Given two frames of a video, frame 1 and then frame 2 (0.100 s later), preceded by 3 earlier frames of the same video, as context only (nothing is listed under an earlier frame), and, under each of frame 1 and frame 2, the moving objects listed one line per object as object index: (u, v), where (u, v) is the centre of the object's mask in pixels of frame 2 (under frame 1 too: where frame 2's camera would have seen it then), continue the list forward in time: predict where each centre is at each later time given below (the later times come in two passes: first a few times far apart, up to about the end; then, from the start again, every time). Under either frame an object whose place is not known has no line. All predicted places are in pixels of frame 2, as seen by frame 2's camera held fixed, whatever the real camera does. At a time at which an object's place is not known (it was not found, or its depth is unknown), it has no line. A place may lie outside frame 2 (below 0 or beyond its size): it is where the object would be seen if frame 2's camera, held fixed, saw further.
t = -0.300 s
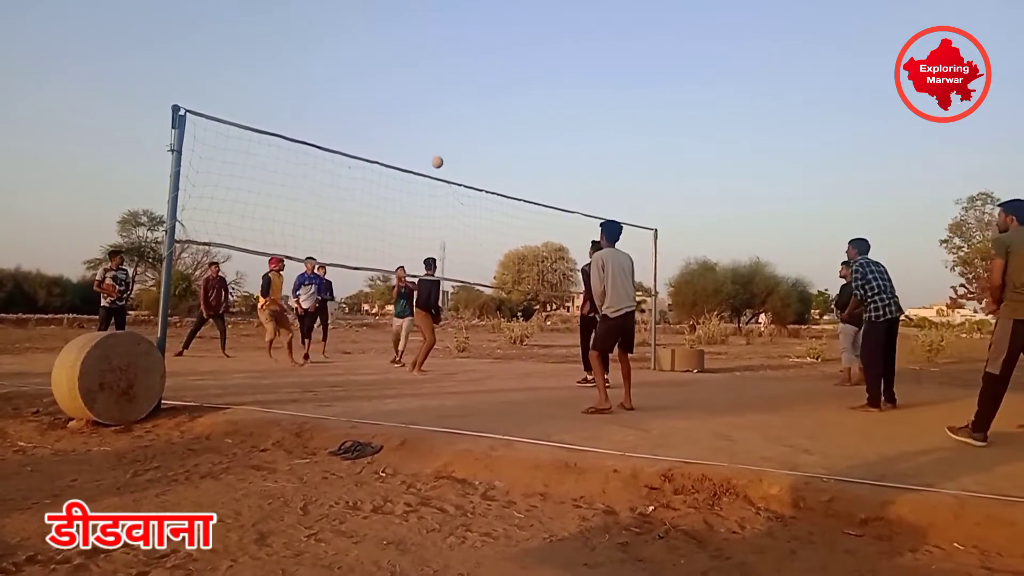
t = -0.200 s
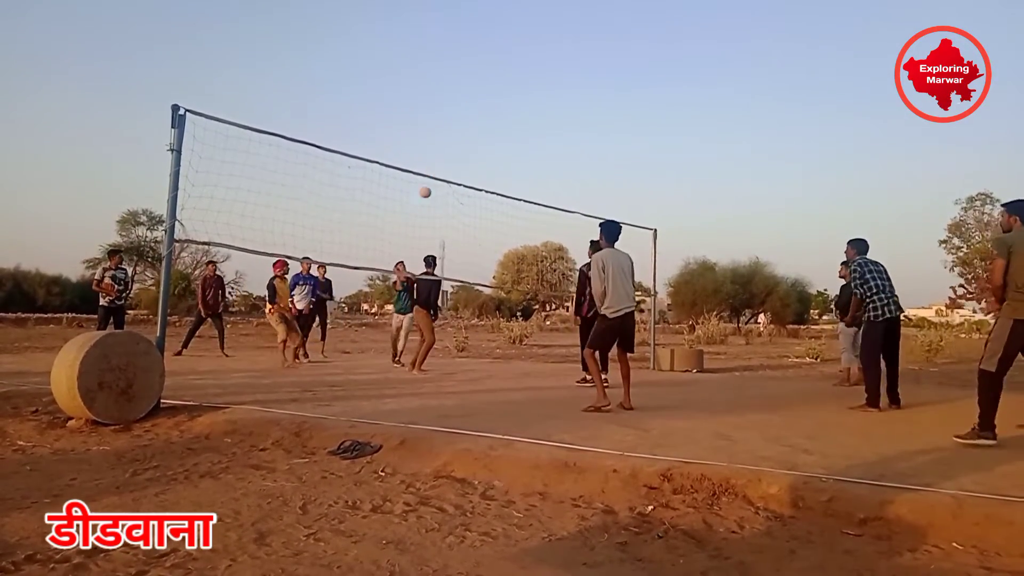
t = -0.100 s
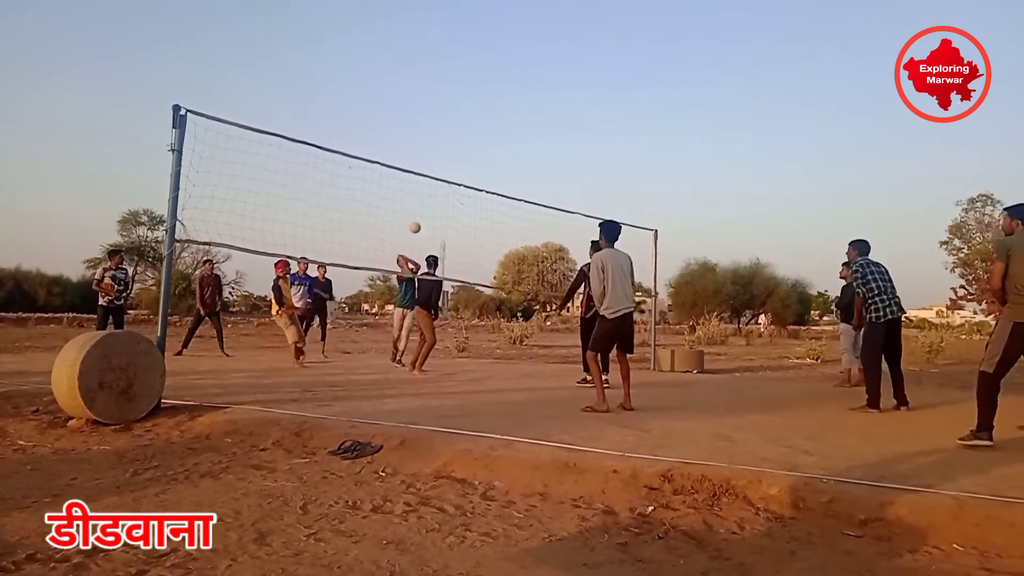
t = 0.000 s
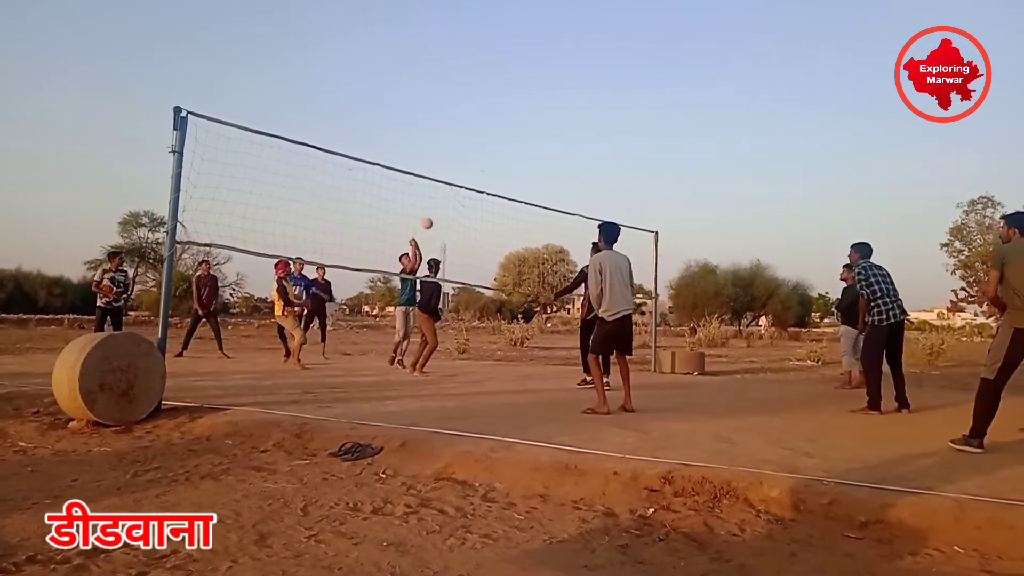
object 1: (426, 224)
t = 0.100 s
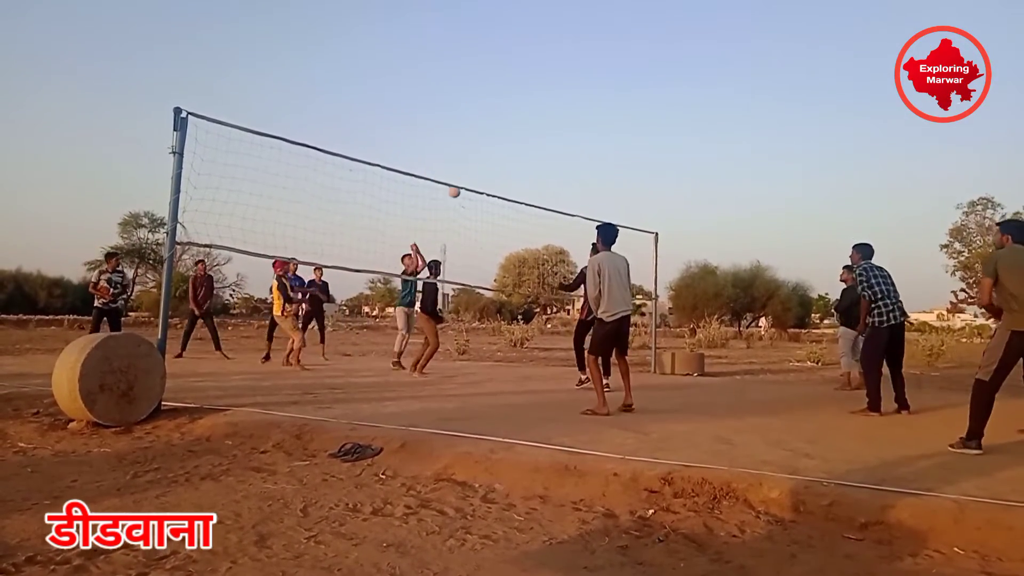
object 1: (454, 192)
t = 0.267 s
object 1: (502, 151)
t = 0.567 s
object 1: (596, 123)
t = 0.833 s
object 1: (688, 153)
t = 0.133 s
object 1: (464, 182)
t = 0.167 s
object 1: (473, 174)
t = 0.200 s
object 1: (483, 166)
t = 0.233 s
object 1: (492, 159)
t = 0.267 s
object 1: (502, 151)
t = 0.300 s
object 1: (512, 145)
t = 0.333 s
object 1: (522, 140)
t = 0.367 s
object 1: (533, 135)
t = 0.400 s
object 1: (543, 131)
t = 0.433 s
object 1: (553, 128)
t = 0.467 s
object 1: (563, 126)
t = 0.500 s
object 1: (574, 124)
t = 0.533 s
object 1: (585, 123)
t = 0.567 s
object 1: (596, 123)
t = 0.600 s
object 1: (607, 124)
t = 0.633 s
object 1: (617, 125)
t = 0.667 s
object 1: (629, 128)
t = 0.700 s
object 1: (640, 130)
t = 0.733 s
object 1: (652, 134)
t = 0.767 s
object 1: (664, 140)
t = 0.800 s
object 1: (676, 146)
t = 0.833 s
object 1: (688, 153)
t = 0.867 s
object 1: (700, 161)
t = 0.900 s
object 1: (712, 170)
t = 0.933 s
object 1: (724, 180)
